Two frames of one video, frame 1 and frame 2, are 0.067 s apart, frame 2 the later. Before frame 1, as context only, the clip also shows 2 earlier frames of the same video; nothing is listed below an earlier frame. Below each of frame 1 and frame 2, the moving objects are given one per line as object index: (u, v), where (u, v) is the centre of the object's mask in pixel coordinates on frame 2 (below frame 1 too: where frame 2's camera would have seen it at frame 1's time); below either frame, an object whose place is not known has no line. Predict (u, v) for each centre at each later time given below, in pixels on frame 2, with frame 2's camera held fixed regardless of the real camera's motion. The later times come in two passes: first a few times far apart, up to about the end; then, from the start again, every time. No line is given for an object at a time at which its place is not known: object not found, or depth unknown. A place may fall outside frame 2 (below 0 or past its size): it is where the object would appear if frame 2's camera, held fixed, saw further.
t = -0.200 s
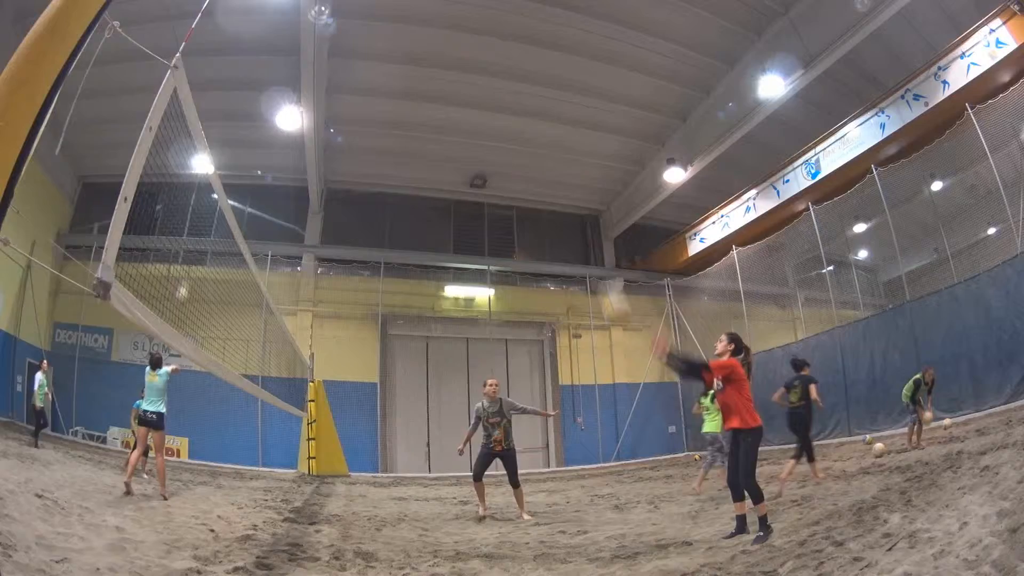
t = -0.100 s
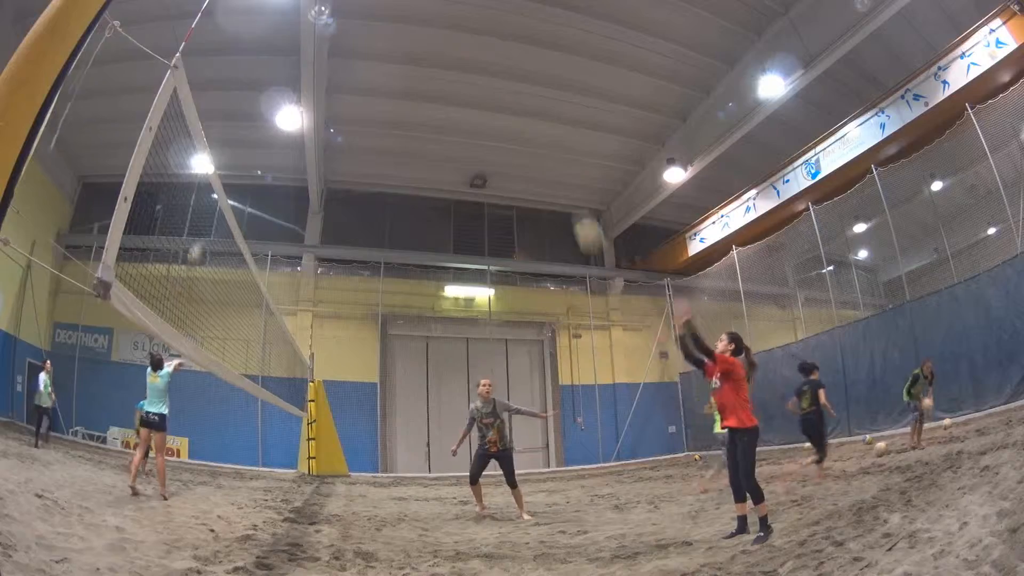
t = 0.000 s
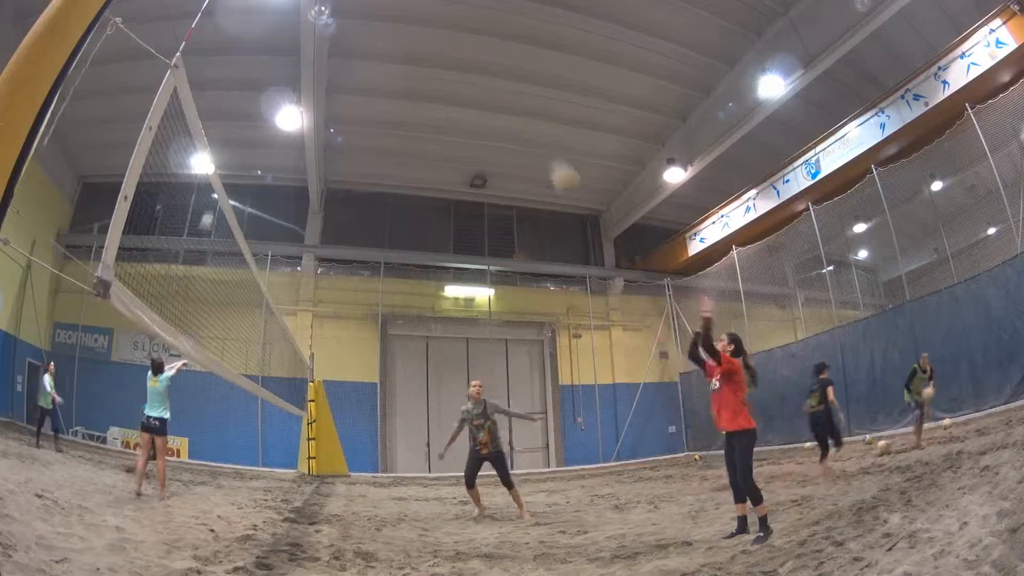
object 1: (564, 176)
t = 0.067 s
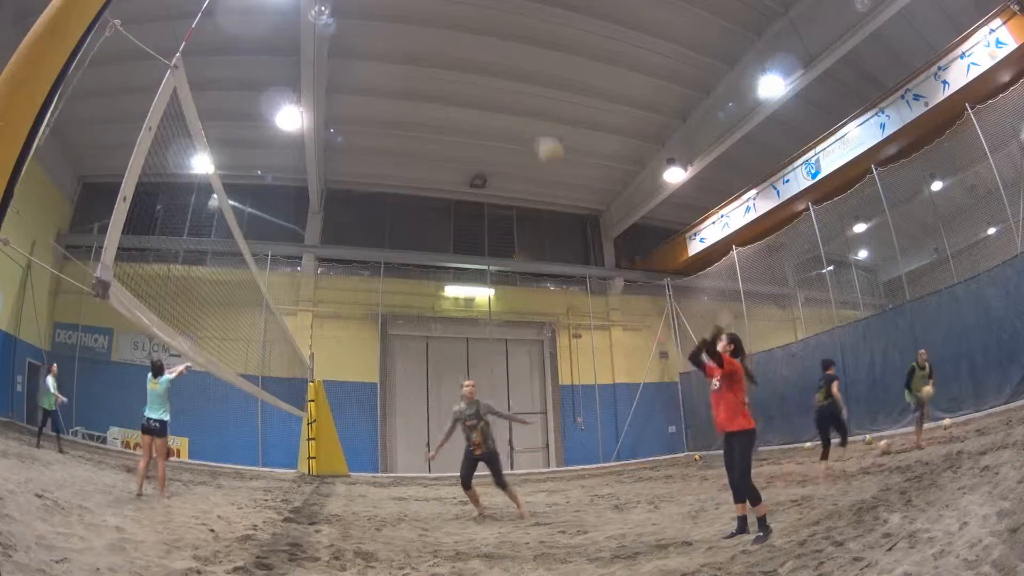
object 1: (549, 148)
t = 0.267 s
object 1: (512, 101)
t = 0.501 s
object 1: (479, 92)
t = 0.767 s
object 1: (440, 128)
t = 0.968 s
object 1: (412, 199)
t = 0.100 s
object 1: (542, 137)
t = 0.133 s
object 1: (535, 128)
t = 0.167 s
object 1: (530, 119)
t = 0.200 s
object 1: (524, 112)
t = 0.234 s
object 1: (519, 108)
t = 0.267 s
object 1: (512, 101)
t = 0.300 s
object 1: (508, 99)
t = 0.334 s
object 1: (503, 95)
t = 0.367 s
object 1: (498, 93)
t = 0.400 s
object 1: (493, 92)
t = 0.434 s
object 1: (488, 91)
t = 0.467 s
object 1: (483, 91)
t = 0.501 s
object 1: (479, 92)
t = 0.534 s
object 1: (474, 94)
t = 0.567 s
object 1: (468, 96)
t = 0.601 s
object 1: (464, 100)
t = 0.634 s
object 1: (459, 104)
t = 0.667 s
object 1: (454, 109)
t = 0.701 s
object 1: (450, 114)
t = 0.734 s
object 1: (445, 121)
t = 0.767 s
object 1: (440, 128)
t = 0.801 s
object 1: (434, 137)
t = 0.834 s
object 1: (429, 147)
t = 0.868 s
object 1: (426, 158)
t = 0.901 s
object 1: (421, 169)
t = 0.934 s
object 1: (416, 184)
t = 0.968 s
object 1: (412, 199)
